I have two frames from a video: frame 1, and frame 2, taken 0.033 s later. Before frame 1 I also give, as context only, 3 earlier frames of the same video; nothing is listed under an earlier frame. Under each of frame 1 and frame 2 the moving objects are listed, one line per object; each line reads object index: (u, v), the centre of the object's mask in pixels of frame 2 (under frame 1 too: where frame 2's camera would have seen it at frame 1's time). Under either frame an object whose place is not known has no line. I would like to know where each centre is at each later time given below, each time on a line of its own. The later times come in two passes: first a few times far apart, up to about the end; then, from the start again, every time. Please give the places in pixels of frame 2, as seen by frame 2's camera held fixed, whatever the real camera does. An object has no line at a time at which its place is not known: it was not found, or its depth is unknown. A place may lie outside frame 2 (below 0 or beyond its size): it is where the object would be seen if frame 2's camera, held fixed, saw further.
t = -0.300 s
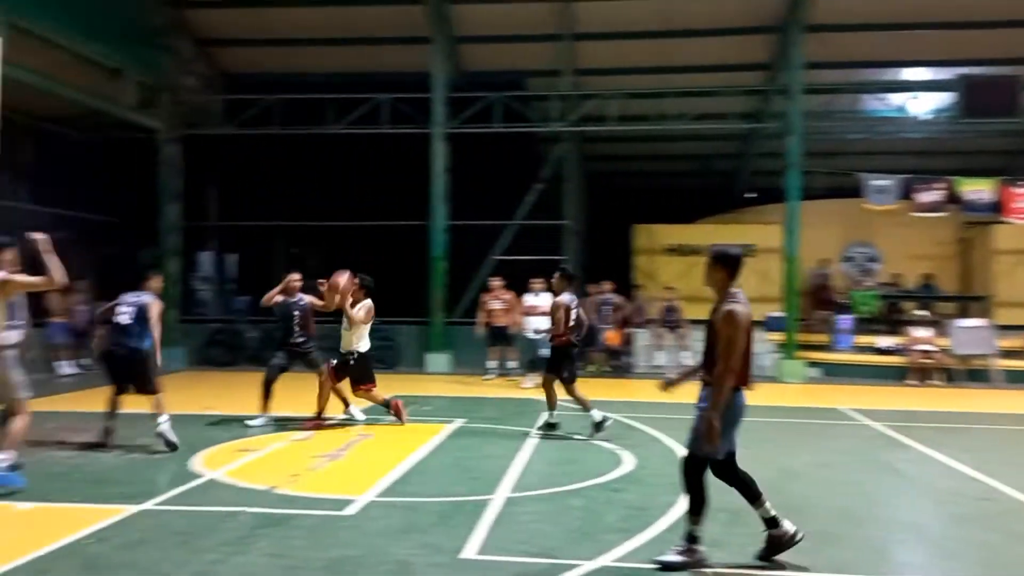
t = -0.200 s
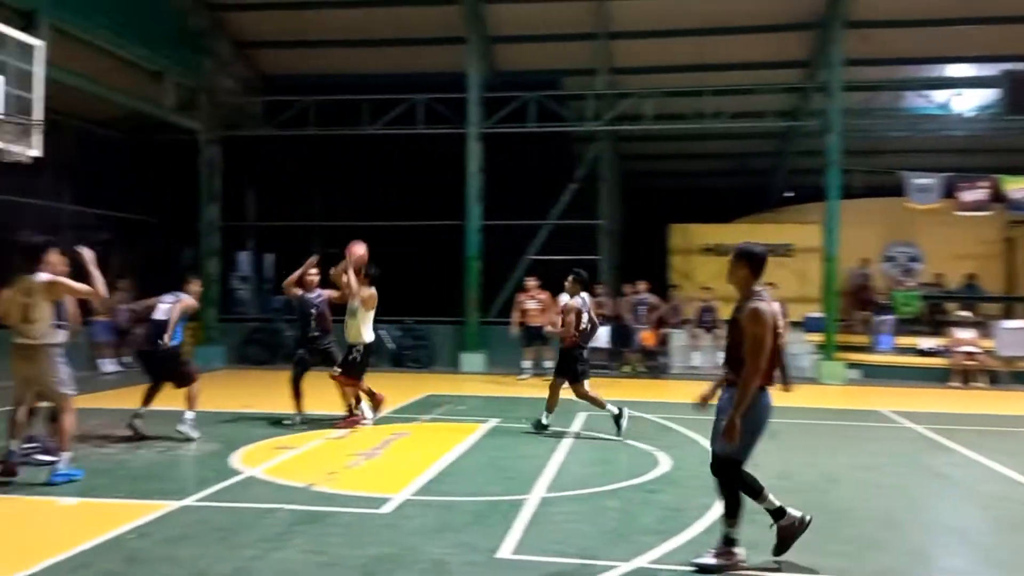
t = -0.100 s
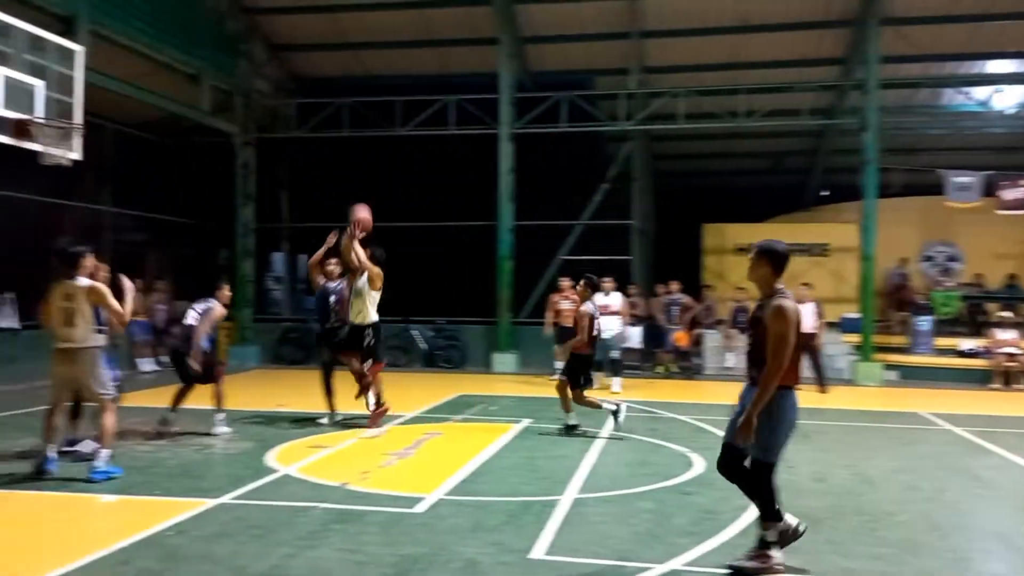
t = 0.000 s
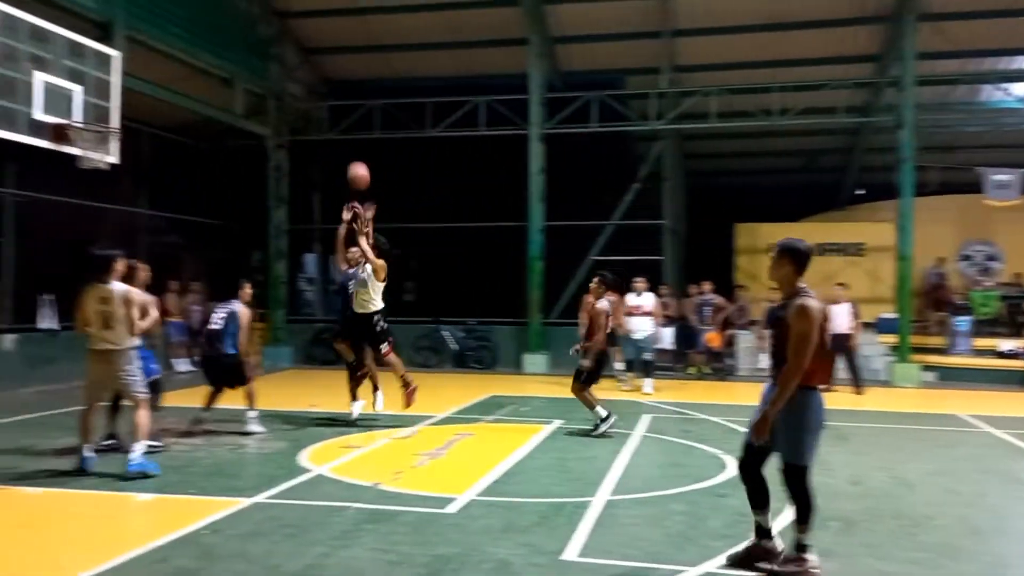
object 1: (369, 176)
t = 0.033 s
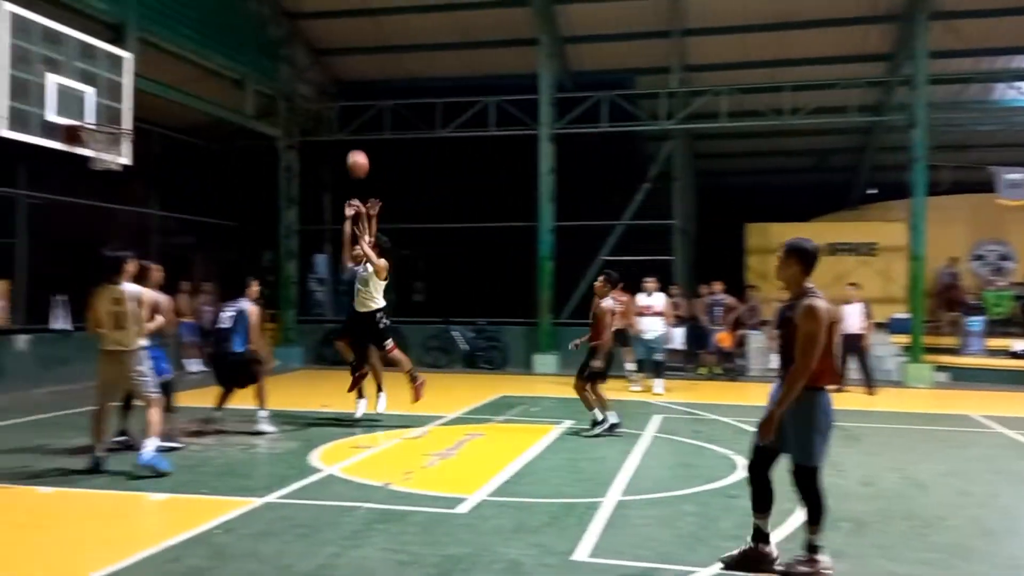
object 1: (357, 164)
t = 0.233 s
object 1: (288, 109)
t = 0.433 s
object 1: (217, 92)
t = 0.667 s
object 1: (133, 119)
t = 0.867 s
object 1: (99, 120)
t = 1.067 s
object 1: (113, 123)
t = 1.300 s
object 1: (88, 145)
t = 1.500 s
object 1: (106, 160)
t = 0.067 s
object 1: (346, 152)
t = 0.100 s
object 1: (334, 142)
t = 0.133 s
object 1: (322, 133)
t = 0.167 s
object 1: (311, 124)
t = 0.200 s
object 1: (299, 116)
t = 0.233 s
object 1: (288, 109)
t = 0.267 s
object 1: (276, 104)
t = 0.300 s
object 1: (264, 100)
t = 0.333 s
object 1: (253, 97)
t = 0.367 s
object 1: (241, 94)
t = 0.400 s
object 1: (230, 92)
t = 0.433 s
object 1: (217, 92)
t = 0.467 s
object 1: (205, 92)
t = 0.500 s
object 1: (193, 94)
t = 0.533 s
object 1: (182, 95)
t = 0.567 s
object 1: (170, 100)
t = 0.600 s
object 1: (158, 105)
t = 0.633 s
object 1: (144, 113)
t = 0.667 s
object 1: (133, 119)
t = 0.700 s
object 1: (126, 119)
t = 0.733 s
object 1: (118, 118)
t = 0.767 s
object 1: (113, 119)
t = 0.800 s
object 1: (106, 119)
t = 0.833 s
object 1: (99, 120)
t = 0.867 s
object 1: (99, 120)
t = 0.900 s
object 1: (105, 120)
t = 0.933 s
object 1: (112, 123)
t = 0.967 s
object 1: (116, 122)
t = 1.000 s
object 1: (121, 124)
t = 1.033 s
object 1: (117, 122)
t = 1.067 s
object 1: (113, 123)
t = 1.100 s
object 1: (108, 128)
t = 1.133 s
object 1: (105, 129)
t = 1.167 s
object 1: (99, 135)
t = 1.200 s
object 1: (93, 139)
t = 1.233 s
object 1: (90, 142)
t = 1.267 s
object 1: (90, 141)
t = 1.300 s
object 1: (88, 145)
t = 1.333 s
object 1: (91, 145)
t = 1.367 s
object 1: (94, 144)
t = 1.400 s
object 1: (97, 150)
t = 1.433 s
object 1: (101, 154)
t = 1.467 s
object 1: (103, 155)
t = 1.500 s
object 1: (106, 160)
